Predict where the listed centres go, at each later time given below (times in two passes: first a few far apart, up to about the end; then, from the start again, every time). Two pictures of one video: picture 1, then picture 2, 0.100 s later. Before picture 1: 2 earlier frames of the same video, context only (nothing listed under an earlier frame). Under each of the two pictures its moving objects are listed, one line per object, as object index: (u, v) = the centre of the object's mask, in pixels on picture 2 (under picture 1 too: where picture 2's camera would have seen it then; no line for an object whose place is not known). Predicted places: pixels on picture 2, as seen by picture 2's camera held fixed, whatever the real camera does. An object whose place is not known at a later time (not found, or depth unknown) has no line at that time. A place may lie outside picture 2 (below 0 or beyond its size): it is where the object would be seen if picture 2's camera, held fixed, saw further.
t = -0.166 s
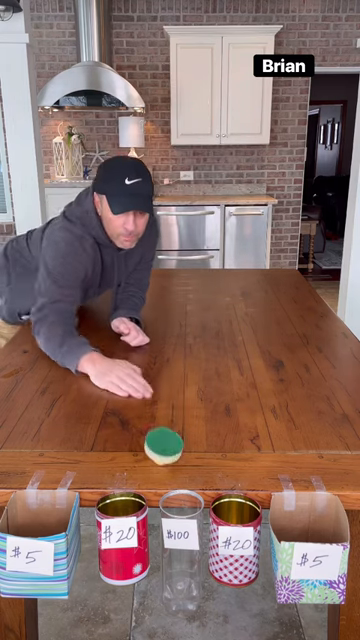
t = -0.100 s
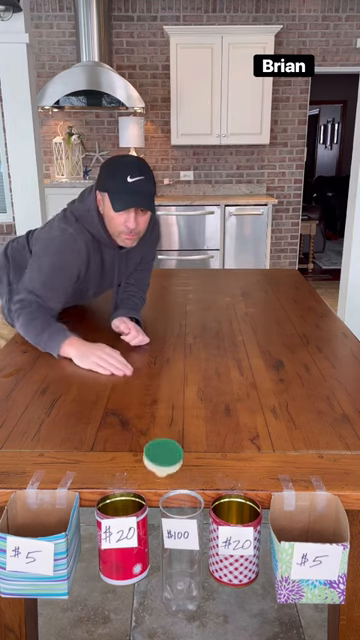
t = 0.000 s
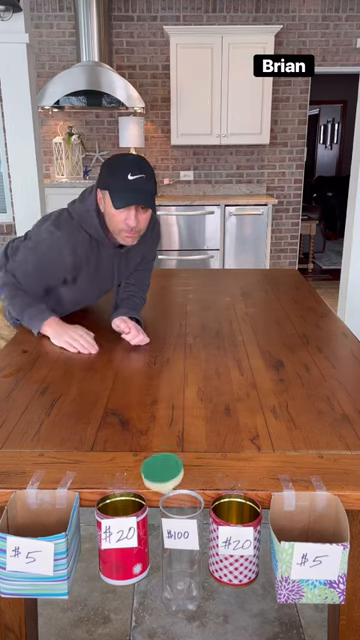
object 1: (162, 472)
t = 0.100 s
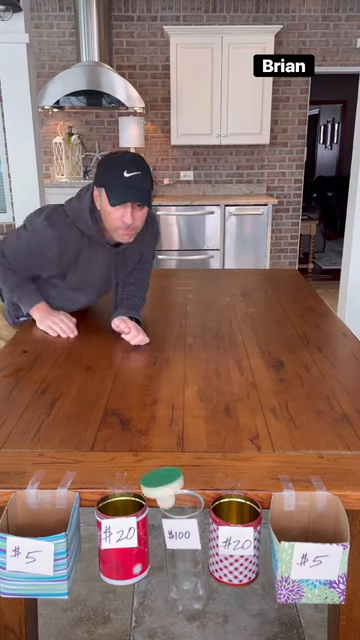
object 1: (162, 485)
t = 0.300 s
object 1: (181, 497)
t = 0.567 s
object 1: (175, 496)
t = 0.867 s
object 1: (174, 497)
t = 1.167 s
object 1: (174, 497)
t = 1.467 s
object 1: (174, 497)
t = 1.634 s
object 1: (174, 497)
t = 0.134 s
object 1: (167, 492)
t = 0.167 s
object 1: (176, 495)
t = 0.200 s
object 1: (183, 494)
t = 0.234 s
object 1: (185, 496)
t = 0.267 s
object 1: (182, 496)
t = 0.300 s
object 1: (181, 497)
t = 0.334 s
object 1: (183, 497)
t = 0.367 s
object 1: (182, 497)
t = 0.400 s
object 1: (181, 497)
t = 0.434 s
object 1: (181, 497)
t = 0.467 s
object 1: (179, 496)
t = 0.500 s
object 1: (177, 497)
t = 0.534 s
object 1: (176, 497)
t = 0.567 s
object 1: (175, 496)
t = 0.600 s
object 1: (174, 496)
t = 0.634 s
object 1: (173, 496)
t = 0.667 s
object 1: (173, 496)
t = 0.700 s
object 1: (174, 496)
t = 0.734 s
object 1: (174, 497)
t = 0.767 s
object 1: (174, 497)
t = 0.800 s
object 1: (174, 496)
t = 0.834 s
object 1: (174, 497)
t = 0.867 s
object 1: (174, 497)
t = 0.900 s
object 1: (174, 496)
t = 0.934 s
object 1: (174, 497)
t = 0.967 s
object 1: (174, 497)
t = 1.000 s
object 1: (174, 497)
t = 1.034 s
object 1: (174, 497)
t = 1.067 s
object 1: (174, 496)
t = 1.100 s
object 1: (174, 497)
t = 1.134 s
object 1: (174, 497)
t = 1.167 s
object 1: (174, 497)
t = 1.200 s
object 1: (174, 497)
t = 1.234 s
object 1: (174, 497)
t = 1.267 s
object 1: (174, 497)
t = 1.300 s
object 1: (174, 497)
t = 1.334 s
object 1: (174, 497)
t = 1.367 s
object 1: (174, 497)
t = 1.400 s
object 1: (174, 497)
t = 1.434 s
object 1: (174, 497)
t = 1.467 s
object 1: (174, 497)
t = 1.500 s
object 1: (174, 497)
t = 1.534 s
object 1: (174, 497)
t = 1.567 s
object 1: (174, 497)
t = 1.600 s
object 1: (174, 497)
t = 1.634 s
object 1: (174, 497)
